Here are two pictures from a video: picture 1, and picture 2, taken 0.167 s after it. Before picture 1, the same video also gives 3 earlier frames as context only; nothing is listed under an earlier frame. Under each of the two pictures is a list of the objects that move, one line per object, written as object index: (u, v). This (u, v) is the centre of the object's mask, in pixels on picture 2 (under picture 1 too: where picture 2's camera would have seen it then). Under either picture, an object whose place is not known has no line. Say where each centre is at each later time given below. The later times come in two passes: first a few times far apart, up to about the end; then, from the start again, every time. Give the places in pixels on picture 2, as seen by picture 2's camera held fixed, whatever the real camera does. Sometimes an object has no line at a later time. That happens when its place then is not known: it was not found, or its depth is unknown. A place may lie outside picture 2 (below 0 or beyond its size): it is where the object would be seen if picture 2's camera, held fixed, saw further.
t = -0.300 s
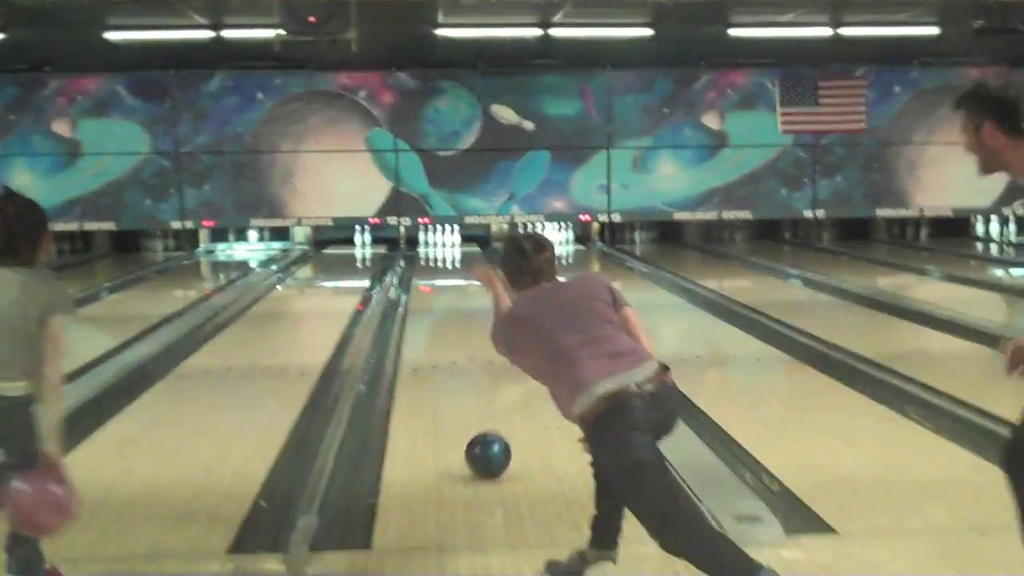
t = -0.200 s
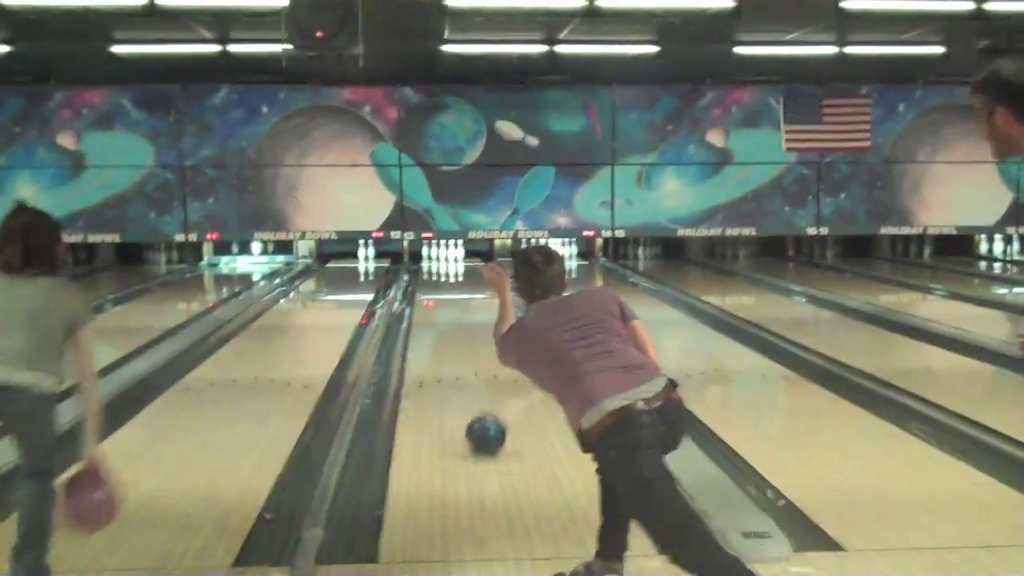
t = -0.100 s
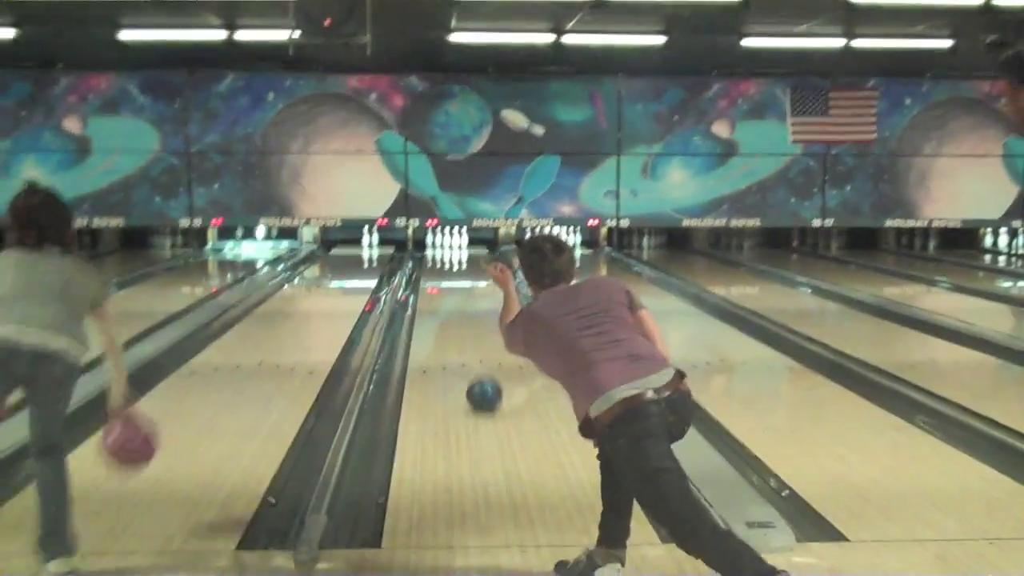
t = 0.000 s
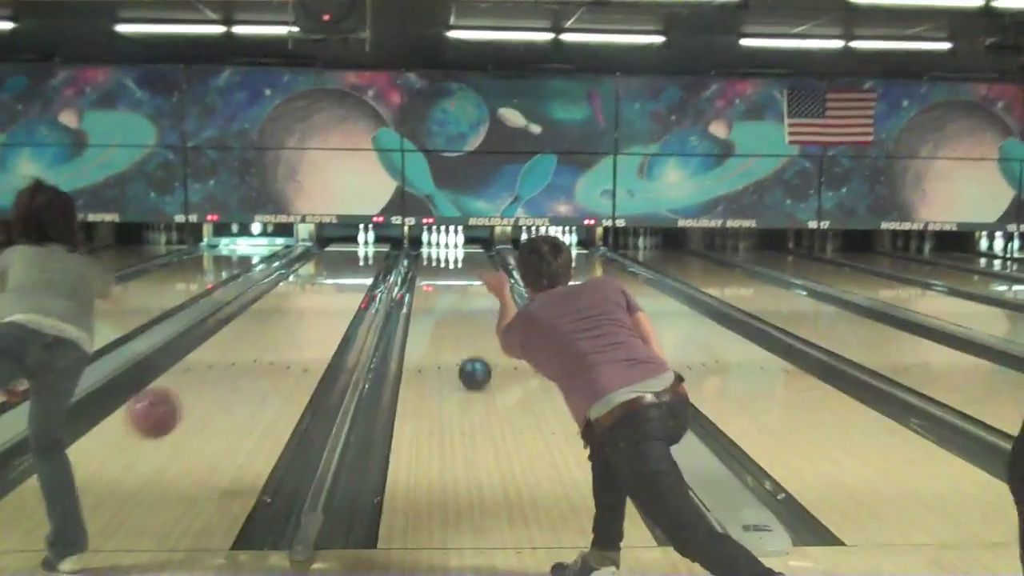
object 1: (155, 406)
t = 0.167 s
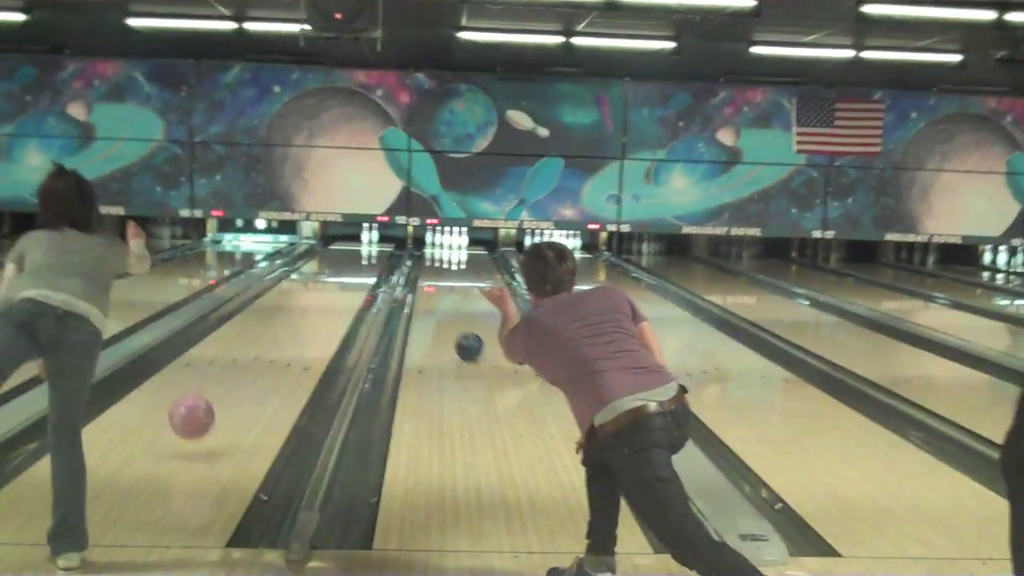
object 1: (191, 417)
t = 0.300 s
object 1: (216, 401)
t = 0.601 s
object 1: (258, 365)
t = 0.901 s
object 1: (287, 336)
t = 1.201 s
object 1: (307, 315)
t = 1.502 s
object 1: (323, 298)
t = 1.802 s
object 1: (335, 285)
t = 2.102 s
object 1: (345, 274)
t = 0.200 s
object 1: (198, 424)
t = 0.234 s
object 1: (204, 416)
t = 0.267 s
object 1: (211, 408)
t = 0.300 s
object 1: (216, 401)
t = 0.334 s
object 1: (222, 398)
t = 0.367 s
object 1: (227, 396)
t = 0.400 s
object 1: (234, 391)
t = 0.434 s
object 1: (238, 386)
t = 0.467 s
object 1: (243, 381)
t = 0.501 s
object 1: (247, 377)
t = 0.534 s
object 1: (251, 373)
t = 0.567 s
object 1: (255, 369)
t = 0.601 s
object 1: (258, 365)
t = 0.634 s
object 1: (262, 362)
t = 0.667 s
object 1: (266, 358)
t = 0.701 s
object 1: (269, 355)
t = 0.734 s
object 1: (272, 351)
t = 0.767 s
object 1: (275, 348)
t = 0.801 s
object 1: (278, 345)
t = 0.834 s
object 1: (282, 342)
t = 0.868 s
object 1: (284, 339)
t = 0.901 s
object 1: (287, 336)
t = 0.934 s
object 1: (289, 334)
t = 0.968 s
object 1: (291, 331)
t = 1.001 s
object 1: (294, 328)
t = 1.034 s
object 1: (296, 326)
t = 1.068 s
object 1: (299, 324)
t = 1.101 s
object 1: (301, 321)
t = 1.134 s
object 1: (303, 319)
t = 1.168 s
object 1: (305, 317)
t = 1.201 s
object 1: (307, 315)
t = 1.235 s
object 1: (309, 313)
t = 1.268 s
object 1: (311, 311)
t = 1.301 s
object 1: (313, 309)
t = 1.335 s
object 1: (314, 307)
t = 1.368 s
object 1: (316, 305)
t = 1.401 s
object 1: (318, 303)
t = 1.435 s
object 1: (319, 301)
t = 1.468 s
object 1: (321, 300)
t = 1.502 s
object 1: (323, 298)
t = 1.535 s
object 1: (324, 297)
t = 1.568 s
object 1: (326, 295)
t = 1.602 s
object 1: (327, 293)
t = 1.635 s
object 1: (328, 292)
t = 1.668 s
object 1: (330, 291)
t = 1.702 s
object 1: (332, 289)
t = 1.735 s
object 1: (332, 287)
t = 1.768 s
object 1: (333, 287)
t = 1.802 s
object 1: (335, 285)
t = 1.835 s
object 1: (336, 283)
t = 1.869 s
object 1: (338, 282)
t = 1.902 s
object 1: (339, 281)
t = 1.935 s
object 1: (340, 280)
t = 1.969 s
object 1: (341, 279)
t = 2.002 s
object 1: (342, 278)
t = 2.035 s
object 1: (343, 277)
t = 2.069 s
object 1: (344, 276)
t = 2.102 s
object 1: (345, 274)
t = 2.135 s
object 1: (346, 273)
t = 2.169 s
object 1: (347, 271)
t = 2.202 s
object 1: (347, 270)
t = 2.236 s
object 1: (348, 270)
